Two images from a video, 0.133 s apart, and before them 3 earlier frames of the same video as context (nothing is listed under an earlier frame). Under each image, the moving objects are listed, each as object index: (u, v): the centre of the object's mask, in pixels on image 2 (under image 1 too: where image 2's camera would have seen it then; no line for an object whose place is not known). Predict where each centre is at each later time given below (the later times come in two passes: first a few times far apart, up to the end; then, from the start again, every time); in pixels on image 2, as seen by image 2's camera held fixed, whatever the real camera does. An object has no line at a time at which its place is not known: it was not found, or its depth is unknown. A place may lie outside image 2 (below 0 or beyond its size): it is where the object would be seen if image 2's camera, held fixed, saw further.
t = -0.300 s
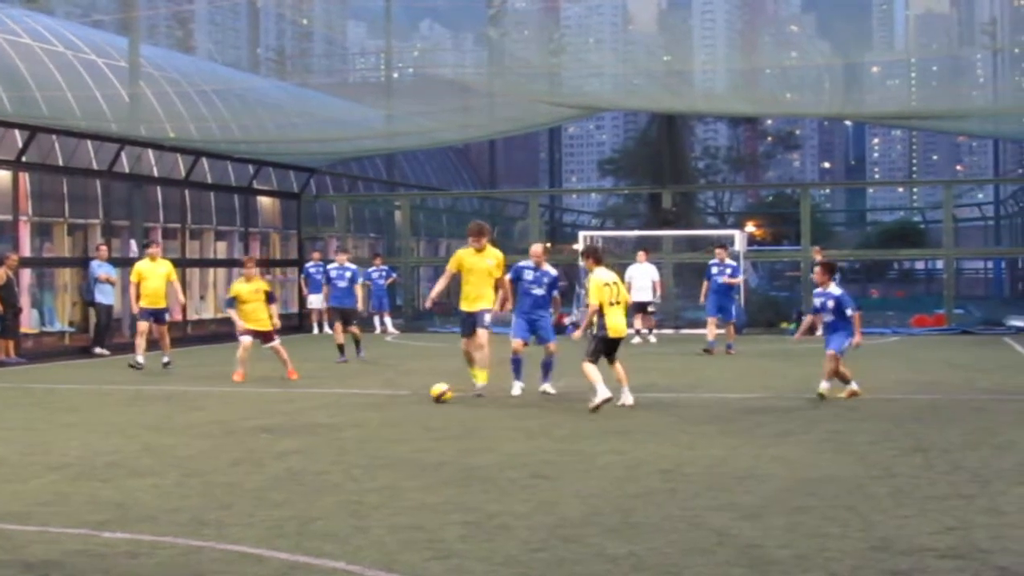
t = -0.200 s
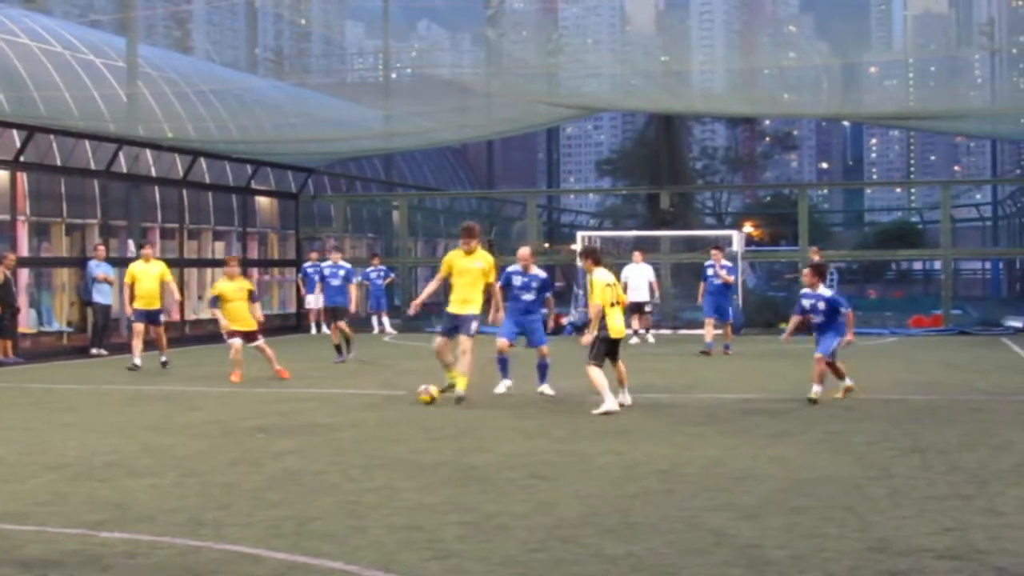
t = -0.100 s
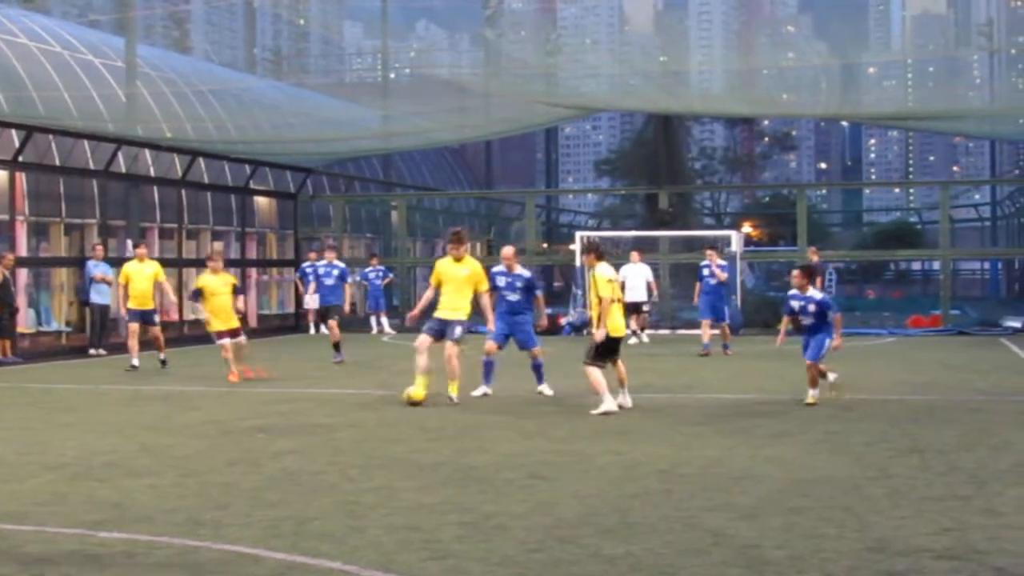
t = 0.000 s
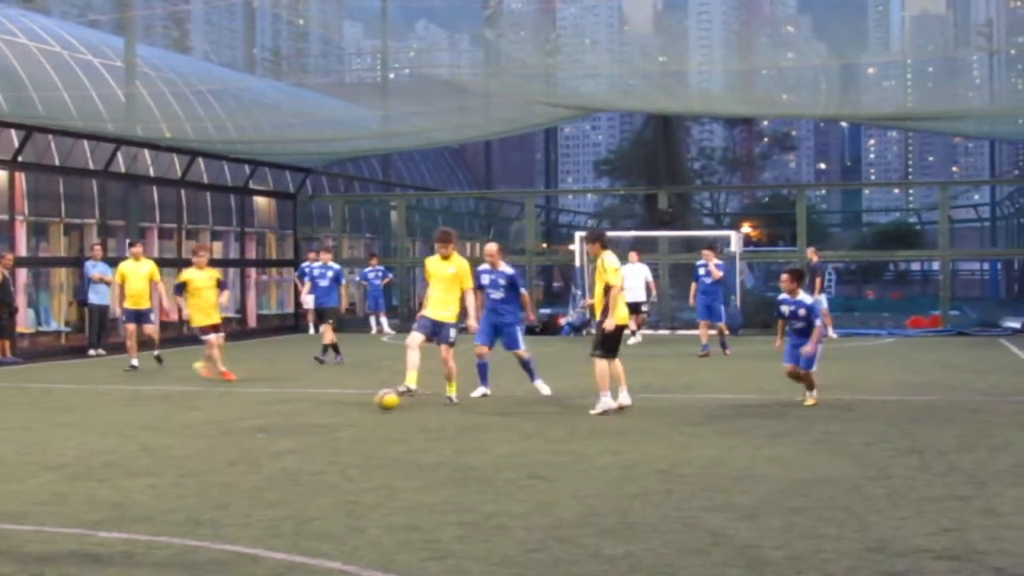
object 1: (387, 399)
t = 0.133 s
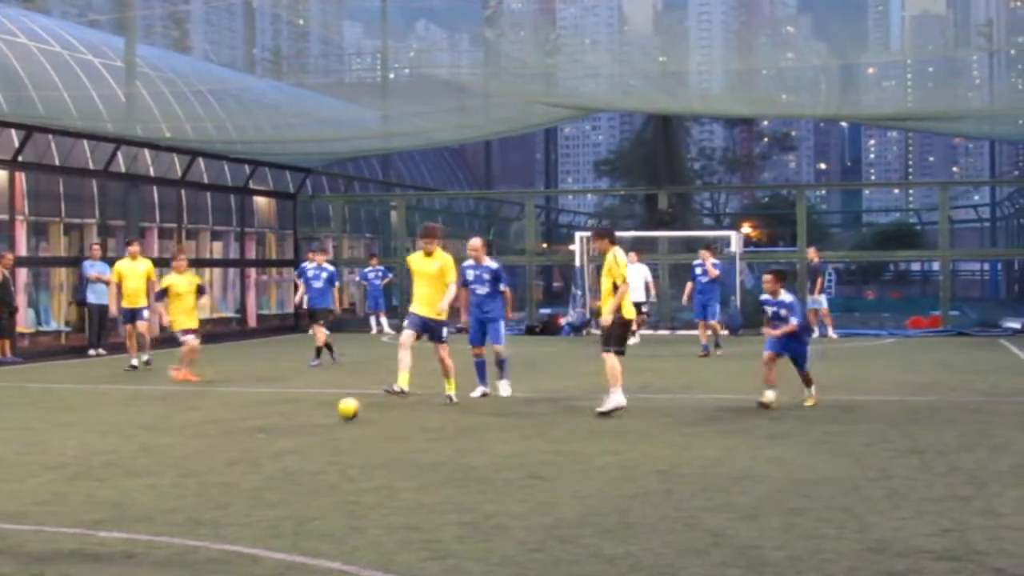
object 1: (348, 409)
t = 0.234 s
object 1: (319, 418)
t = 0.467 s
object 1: (250, 433)
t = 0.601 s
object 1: (211, 444)
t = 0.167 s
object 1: (339, 411)
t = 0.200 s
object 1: (329, 415)
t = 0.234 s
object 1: (319, 418)
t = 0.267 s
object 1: (310, 420)
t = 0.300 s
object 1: (299, 423)
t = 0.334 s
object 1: (290, 425)
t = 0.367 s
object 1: (279, 427)
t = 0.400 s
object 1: (271, 429)
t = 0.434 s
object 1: (260, 433)
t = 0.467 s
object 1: (250, 433)
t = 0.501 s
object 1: (240, 433)
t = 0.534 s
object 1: (231, 437)
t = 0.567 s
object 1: (220, 442)
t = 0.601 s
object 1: (211, 444)
